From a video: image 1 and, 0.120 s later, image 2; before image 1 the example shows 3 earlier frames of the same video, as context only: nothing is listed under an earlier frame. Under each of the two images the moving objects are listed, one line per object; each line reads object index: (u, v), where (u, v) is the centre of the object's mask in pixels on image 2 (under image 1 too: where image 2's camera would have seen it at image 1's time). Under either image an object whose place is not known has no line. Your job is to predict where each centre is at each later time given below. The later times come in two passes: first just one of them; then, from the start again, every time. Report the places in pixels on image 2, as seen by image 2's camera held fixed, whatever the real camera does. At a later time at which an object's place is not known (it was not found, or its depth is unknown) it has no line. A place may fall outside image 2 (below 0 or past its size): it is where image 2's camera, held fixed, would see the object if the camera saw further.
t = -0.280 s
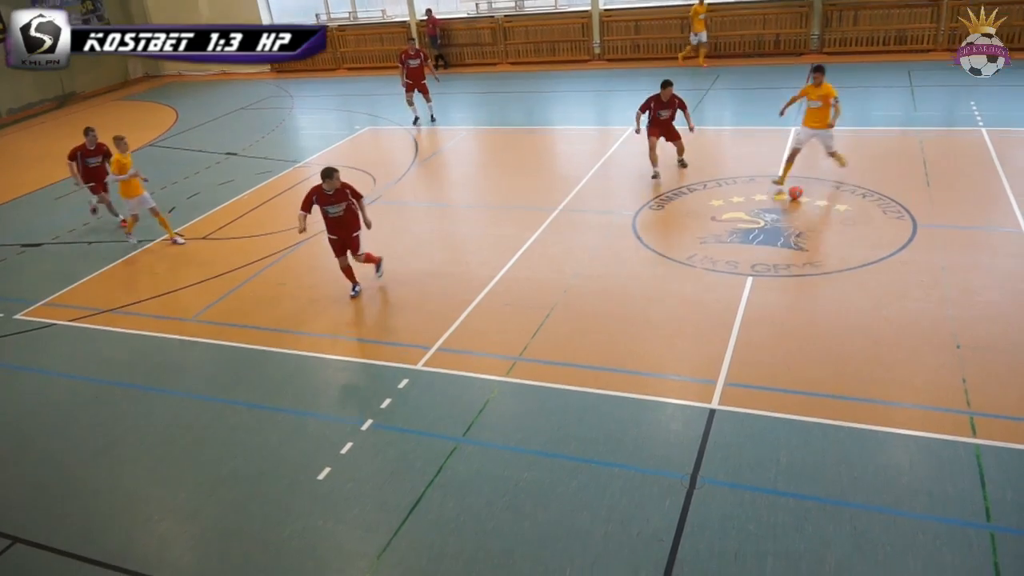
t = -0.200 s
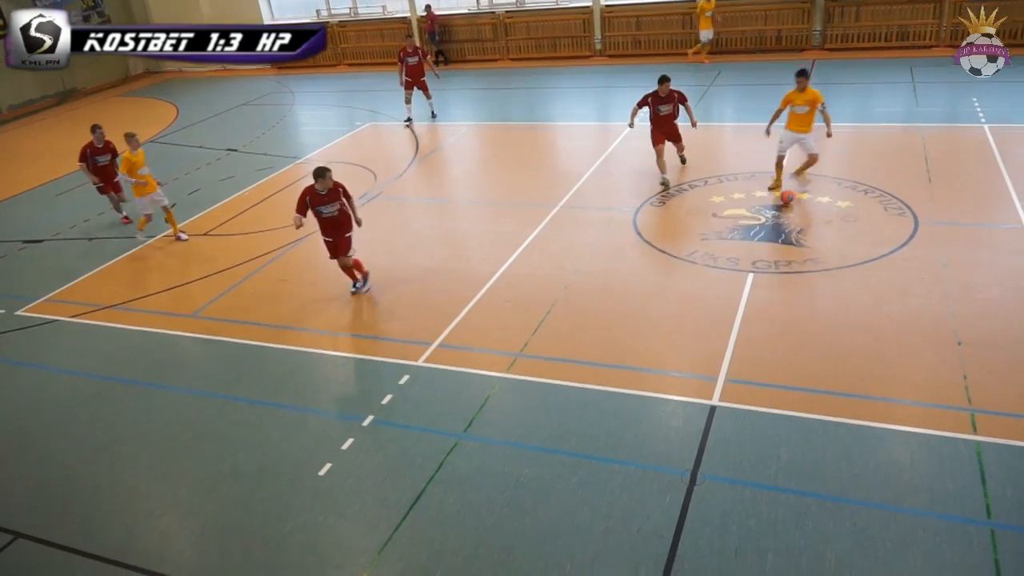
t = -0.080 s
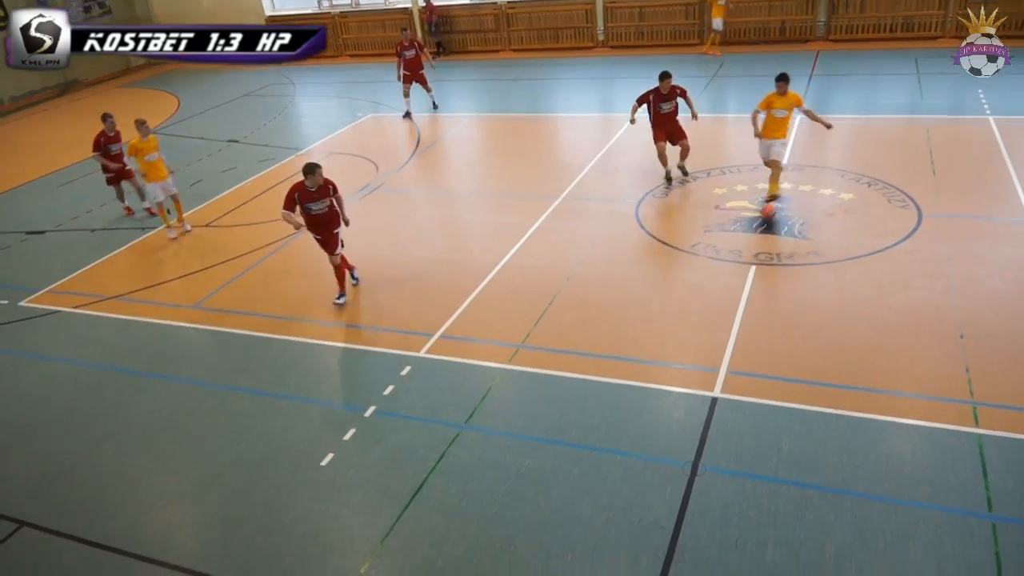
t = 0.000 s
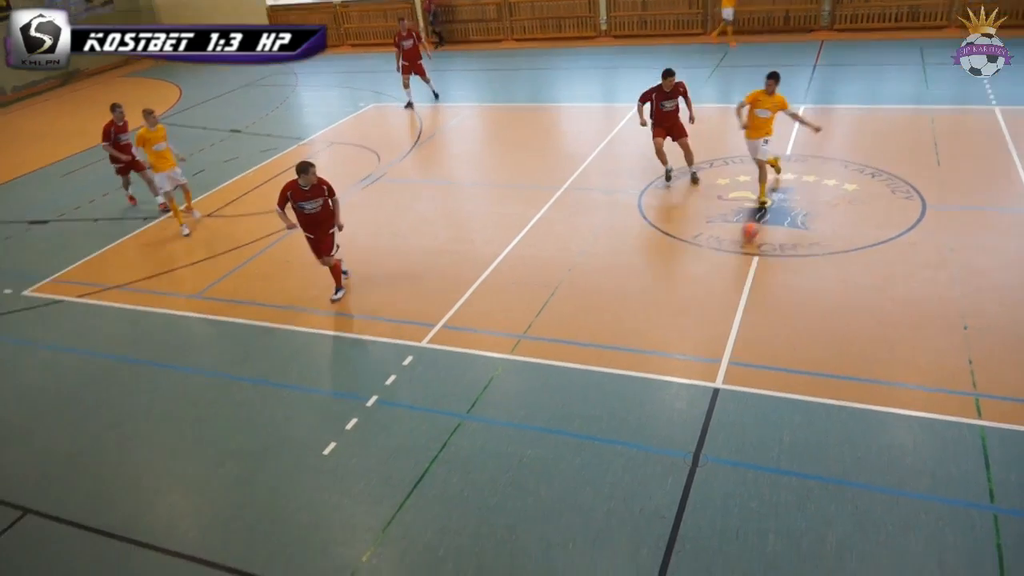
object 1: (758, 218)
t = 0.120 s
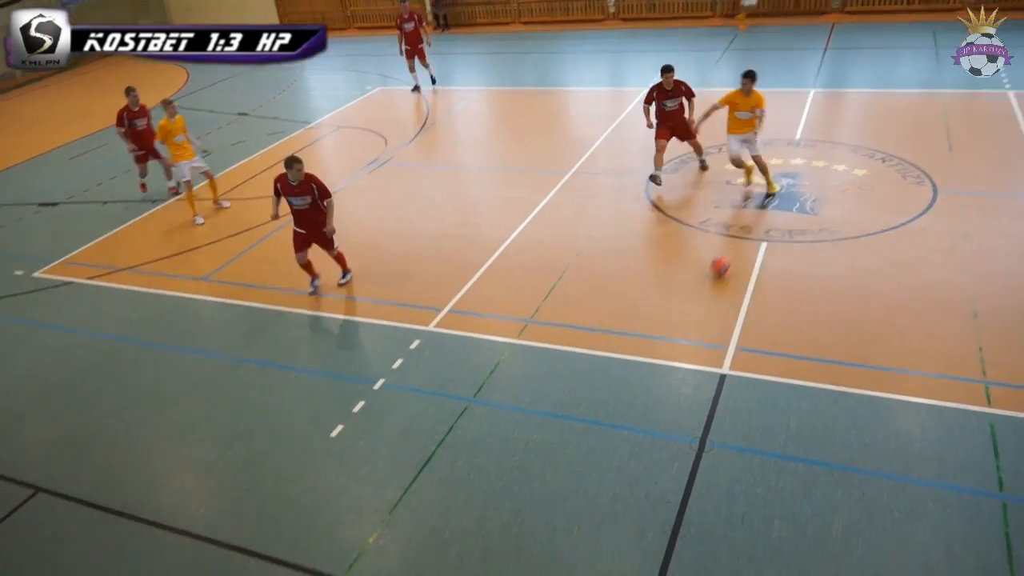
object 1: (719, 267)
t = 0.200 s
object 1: (690, 304)
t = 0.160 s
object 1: (705, 286)
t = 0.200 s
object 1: (690, 304)
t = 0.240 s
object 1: (674, 325)
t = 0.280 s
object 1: (658, 344)
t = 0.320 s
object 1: (642, 364)
